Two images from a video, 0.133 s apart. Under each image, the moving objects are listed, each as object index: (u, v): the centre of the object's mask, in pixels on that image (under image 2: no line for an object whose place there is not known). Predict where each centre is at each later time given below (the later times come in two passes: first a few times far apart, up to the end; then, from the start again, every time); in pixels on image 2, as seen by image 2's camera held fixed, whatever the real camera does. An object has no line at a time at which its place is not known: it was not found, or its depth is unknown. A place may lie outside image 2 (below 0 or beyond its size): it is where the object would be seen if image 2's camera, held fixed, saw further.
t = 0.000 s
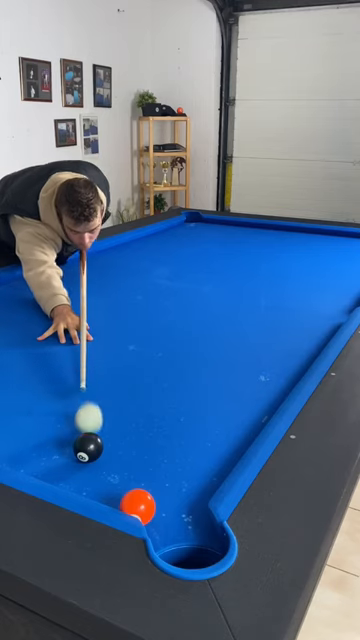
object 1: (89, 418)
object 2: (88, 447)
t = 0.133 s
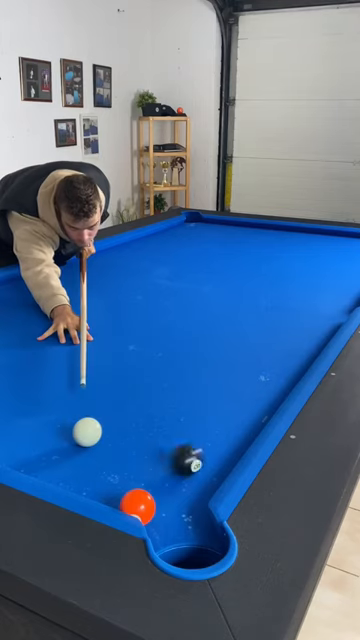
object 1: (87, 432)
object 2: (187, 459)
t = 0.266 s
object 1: (86, 432)
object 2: (242, 403)
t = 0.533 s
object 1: (85, 431)
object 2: (242, 323)
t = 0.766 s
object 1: (85, 432)
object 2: (242, 282)
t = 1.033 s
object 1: (85, 431)
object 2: (242, 252)
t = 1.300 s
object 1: (85, 431)
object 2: (242, 232)
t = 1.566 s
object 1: (85, 431)
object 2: (209, 226)
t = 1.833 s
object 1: (85, 431)
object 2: (157, 233)
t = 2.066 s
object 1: (85, 431)
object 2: (160, 245)
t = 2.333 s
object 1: (85, 431)
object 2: (162, 262)
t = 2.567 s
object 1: (85, 431)
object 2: (165, 279)
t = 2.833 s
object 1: (85, 431)
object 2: (168, 305)
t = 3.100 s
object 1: (85, 431)
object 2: (174, 338)
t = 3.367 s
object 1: (85, 431)
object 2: (181, 385)
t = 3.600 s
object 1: (85, 431)
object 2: (190, 446)
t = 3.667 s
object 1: (85, 431)
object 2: (194, 468)
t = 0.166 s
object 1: (87, 432)
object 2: (218, 447)
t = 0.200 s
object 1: (86, 432)
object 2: (243, 436)
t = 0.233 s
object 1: (86, 432)
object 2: (243, 419)
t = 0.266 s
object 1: (86, 432)
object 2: (242, 403)
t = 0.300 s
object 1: (86, 432)
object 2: (242, 389)
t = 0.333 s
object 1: (85, 432)
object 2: (242, 377)
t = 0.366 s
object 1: (85, 431)
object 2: (242, 366)
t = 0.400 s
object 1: (85, 431)
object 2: (242, 356)
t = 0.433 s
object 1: (85, 431)
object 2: (242, 347)
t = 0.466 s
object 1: (85, 431)
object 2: (242, 338)
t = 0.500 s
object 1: (85, 431)
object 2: (242, 330)
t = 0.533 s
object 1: (85, 431)
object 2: (242, 323)
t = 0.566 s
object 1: (85, 431)
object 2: (242, 316)
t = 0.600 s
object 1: (85, 431)
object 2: (242, 309)
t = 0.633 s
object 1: (85, 432)
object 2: (242, 303)
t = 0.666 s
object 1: (85, 432)
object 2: (242, 297)
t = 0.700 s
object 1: (85, 431)
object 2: (242, 292)
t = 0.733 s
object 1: (85, 432)
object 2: (242, 287)
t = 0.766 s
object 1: (85, 432)
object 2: (242, 282)
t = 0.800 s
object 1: (85, 431)
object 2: (242, 278)
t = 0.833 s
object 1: (85, 431)
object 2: (242, 274)
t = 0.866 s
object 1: (85, 431)
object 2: (242, 270)
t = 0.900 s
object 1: (85, 432)
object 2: (242, 266)
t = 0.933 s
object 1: (85, 431)
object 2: (242, 262)
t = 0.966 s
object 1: (85, 431)
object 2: (242, 259)
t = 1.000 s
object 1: (85, 431)
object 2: (242, 255)
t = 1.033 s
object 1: (85, 431)
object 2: (242, 252)
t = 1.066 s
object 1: (85, 431)
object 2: (242, 249)
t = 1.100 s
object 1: (85, 431)
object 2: (242, 246)
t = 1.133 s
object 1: (85, 431)
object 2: (242, 244)
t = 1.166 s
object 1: (85, 431)
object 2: (242, 241)
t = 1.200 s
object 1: (85, 431)
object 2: (243, 239)
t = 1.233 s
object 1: (85, 431)
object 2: (242, 237)
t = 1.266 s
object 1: (85, 431)
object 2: (242, 235)
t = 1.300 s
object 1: (85, 431)
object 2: (242, 232)
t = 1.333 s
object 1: (85, 431)
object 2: (243, 230)
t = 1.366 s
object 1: (85, 431)
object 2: (242, 228)
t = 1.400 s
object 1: (85, 431)
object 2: (242, 226)
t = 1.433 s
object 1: (85, 431)
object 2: (243, 223)
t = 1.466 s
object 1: (85, 431)
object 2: (237, 223)
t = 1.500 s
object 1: (85, 431)
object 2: (228, 224)
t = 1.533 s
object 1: (85, 431)
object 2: (218, 226)
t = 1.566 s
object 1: (85, 431)
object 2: (209, 226)
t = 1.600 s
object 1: (85, 431)
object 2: (202, 228)
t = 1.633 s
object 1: (85, 431)
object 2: (192, 228)
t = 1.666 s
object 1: (85, 431)
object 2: (184, 229)
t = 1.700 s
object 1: (85, 431)
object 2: (176, 229)
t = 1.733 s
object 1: (85, 431)
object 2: (167, 230)
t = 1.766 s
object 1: (85, 431)
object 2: (157, 231)
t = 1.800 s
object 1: (85, 431)
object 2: (157, 232)
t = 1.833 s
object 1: (85, 431)
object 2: (157, 233)
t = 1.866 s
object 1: (85, 431)
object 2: (158, 236)
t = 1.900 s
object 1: (85, 431)
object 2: (158, 237)
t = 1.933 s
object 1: (85, 431)
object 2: (158, 239)
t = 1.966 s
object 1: (85, 431)
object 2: (159, 241)
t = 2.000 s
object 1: (85, 431)
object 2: (159, 242)
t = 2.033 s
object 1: (85, 431)
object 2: (159, 244)
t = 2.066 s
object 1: (85, 431)
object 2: (160, 245)
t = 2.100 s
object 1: (85, 431)
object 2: (160, 247)
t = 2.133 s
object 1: (85, 431)
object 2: (160, 249)
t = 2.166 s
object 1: (85, 431)
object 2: (160, 251)
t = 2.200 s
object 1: (85, 431)
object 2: (161, 253)
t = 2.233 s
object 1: (85, 431)
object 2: (161, 255)
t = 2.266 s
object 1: (85, 431)
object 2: (161, 257)
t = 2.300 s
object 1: (85, 431)
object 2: (162, 260)
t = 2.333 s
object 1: (85, 431)
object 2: (162, 262)
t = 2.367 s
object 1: (85, 431)
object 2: (163, 264)
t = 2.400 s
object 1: (85, 431)
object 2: (163, 267)
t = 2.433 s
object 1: (85, 431)
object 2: (163, 269)
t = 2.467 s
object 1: (85, 431)
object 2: (164, 271)
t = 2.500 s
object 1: (85, 431)
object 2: (164, 274)
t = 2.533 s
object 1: (85, 431)
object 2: (164, 277)
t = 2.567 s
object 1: (85, 431)
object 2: (165, 279)
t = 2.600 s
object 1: (85, 431)
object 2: (165, 282)
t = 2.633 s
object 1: (85, 431)
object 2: (166, 285)
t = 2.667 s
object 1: (85, 431)
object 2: (166, 288)
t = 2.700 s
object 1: (85, 431)
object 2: (167, 291)
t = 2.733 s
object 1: (85, 431)
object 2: (167, 294)
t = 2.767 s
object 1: (85, 431)
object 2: (168, 298)
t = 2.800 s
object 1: (85, 431)
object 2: (168, 301)
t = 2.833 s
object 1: (85, 431)
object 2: (168, 305)
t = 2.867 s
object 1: (85, 431)
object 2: (169, 308)
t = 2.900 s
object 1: (85, 431)
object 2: (170, 312)
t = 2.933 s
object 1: (85, 431)
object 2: (170, 316)
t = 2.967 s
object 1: (85, 431)
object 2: (171, 320)
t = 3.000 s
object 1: (85, 431)
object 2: (172, 324)
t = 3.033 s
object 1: (85, 431)
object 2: (172, 329)
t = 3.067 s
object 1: (85, 431)
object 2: (173, 334)
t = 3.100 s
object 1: (85, 431)
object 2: (174, 338)
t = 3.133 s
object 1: (85, 431)
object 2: (175, 343)
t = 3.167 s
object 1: (85, 431)
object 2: (175, 349)
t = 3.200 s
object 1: (85, 431)
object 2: (176, 354)
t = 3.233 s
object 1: (85, 431)
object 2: (177, 360)
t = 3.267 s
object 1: (85, 431)
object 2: (178, 365)
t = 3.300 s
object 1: (85, 431)
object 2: (179, 372)
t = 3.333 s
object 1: (85, 431)
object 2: (180, 379)
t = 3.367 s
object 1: (85, 431)
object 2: (181, 385)
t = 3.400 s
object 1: (85, 432)
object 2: (182, 393)
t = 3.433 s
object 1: (85, 431)
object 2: (183, 400)
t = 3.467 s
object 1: (85, 431)
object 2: (185, 408)
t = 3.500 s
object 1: (85, 431)
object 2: (186, 417)
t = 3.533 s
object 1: (85, 431)
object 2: (187, 426)
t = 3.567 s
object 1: (85, 431)
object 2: (189, 435)
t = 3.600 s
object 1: (85, 431)
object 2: (190, 446)
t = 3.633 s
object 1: (85, 431)
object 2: (192, 456)
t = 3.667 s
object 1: (85, 431)
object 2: (194, 468)
